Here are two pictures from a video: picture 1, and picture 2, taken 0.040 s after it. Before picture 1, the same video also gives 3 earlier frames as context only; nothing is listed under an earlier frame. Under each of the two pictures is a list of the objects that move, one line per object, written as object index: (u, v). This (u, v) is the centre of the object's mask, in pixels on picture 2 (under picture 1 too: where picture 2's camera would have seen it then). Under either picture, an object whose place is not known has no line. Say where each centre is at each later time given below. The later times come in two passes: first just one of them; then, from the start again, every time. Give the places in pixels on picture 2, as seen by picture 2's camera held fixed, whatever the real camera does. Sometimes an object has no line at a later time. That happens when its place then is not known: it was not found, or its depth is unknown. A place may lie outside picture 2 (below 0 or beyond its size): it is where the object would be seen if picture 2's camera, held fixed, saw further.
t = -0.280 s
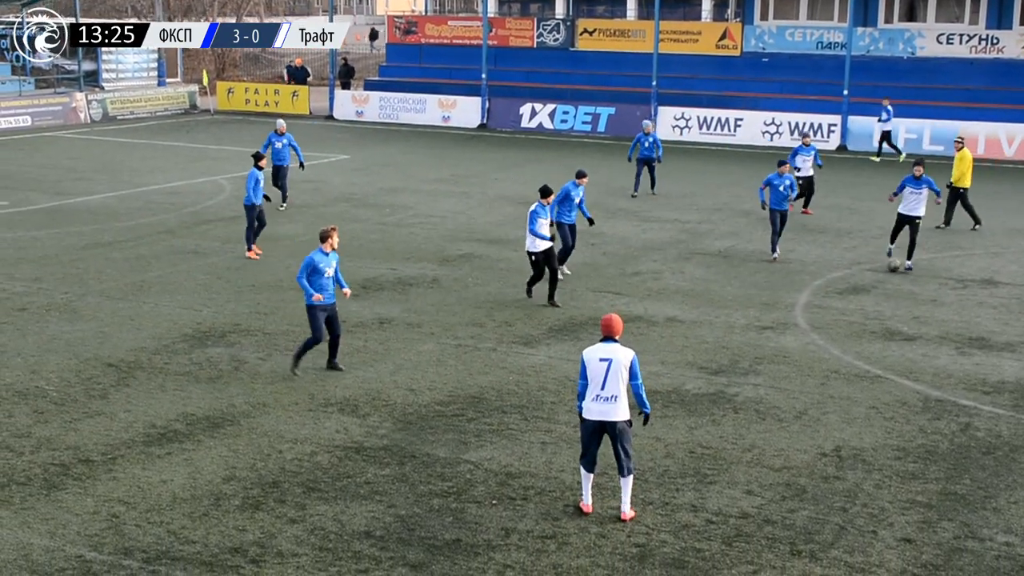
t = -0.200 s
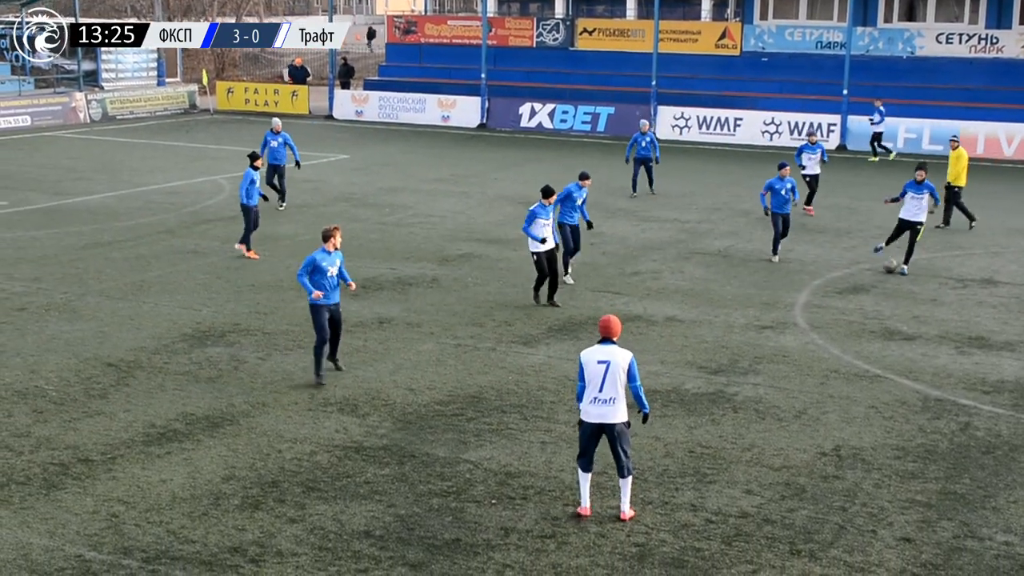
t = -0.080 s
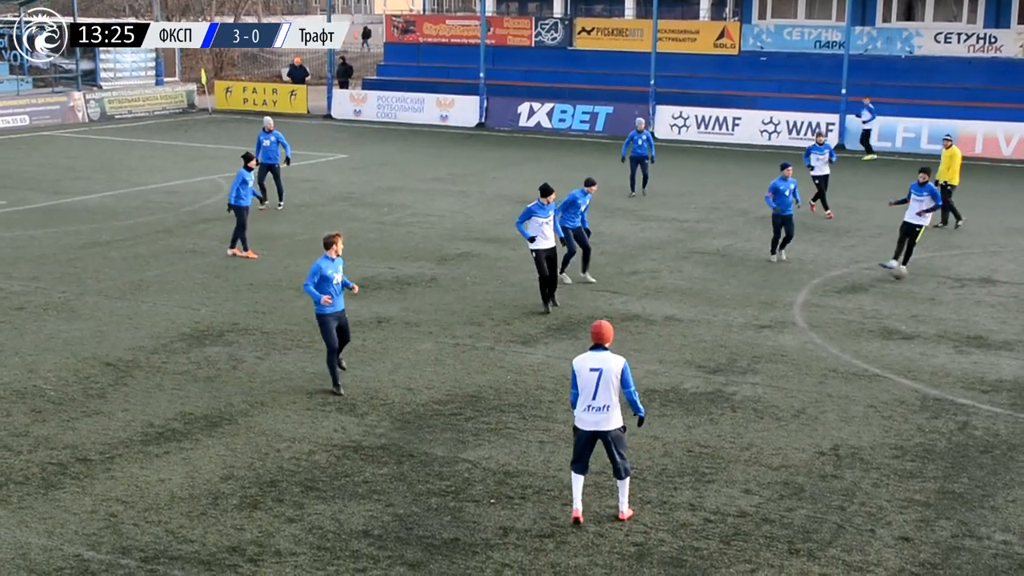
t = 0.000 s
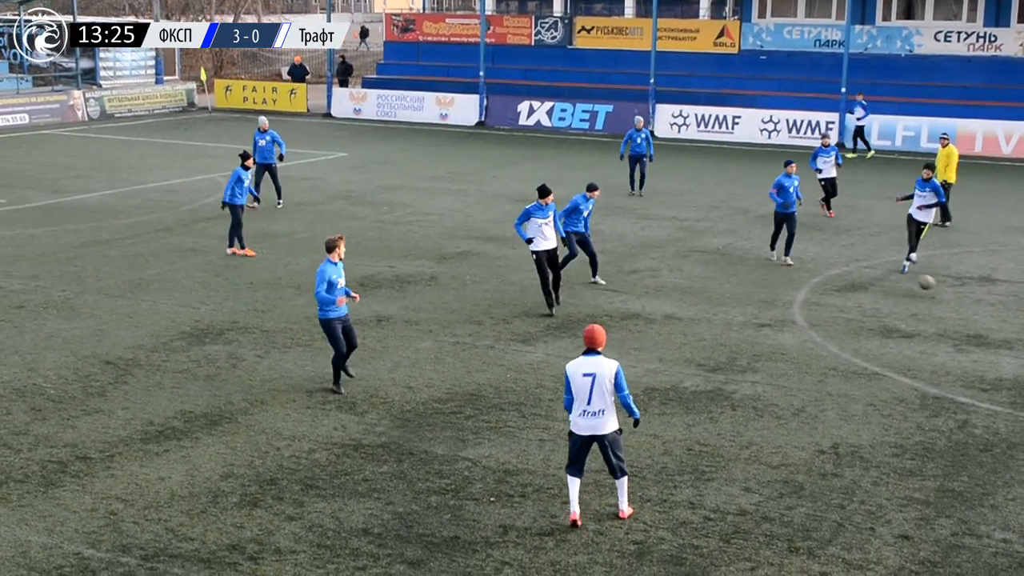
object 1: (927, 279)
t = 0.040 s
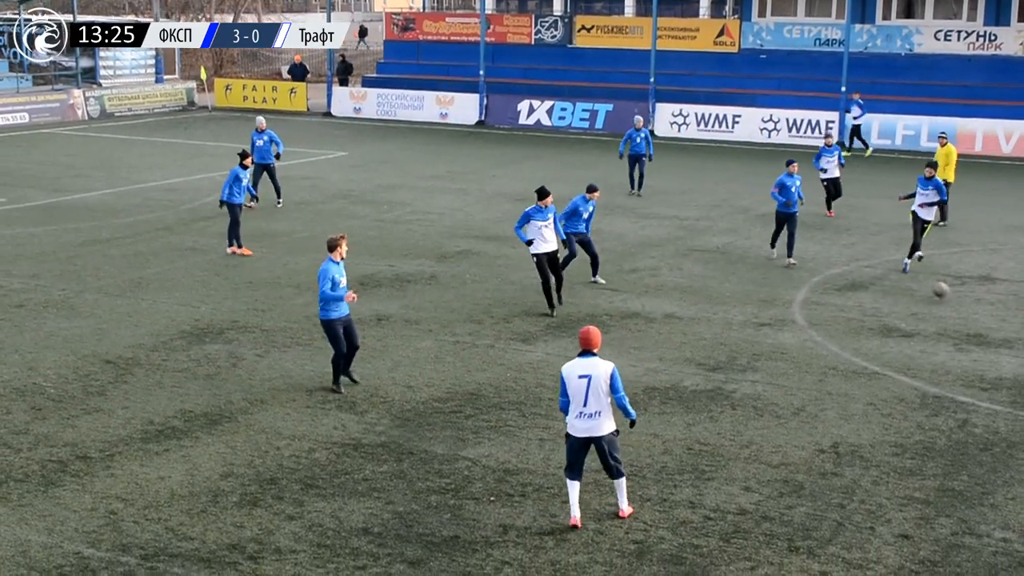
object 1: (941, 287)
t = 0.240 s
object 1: (1018, 326)
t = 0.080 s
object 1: (956, 297)
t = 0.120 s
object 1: (972, 308)
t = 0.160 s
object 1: (987, 312)
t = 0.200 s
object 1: (1002, 317)
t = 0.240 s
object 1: (1018, 326)
